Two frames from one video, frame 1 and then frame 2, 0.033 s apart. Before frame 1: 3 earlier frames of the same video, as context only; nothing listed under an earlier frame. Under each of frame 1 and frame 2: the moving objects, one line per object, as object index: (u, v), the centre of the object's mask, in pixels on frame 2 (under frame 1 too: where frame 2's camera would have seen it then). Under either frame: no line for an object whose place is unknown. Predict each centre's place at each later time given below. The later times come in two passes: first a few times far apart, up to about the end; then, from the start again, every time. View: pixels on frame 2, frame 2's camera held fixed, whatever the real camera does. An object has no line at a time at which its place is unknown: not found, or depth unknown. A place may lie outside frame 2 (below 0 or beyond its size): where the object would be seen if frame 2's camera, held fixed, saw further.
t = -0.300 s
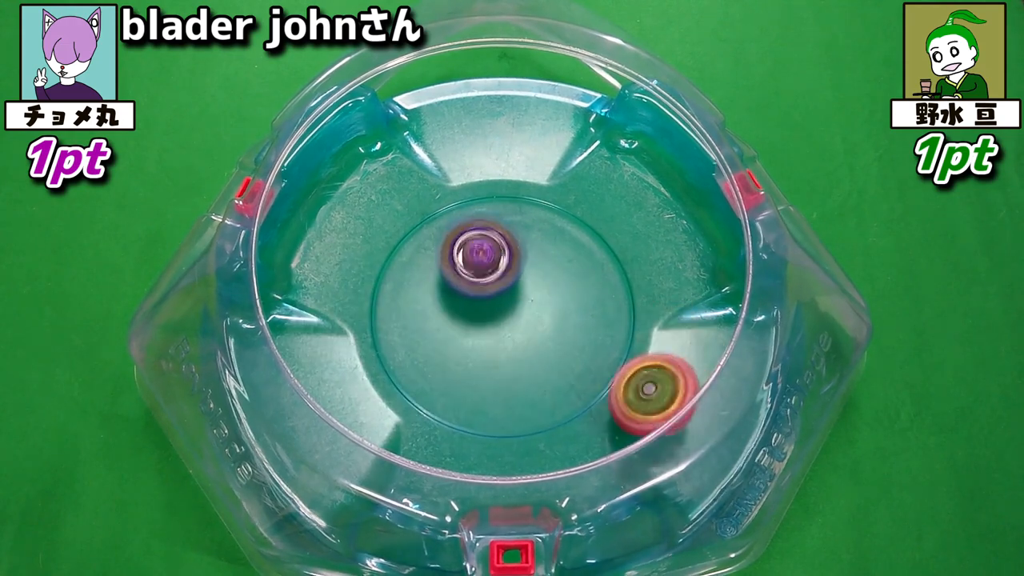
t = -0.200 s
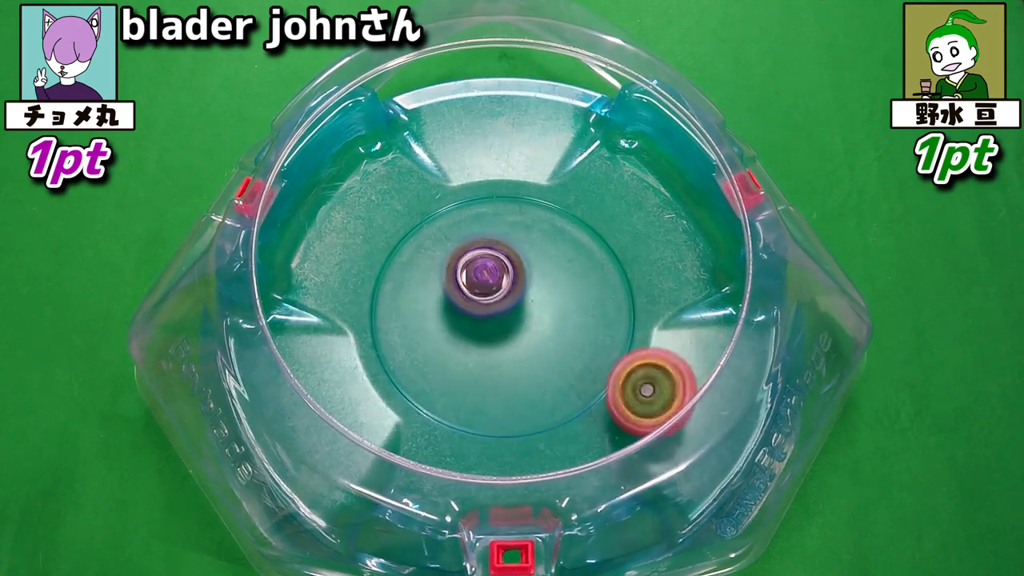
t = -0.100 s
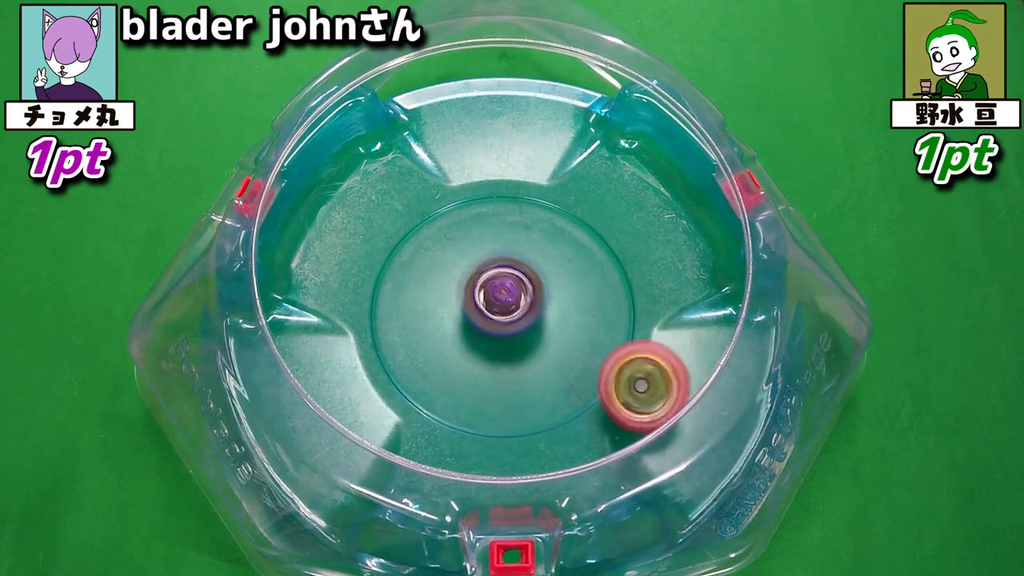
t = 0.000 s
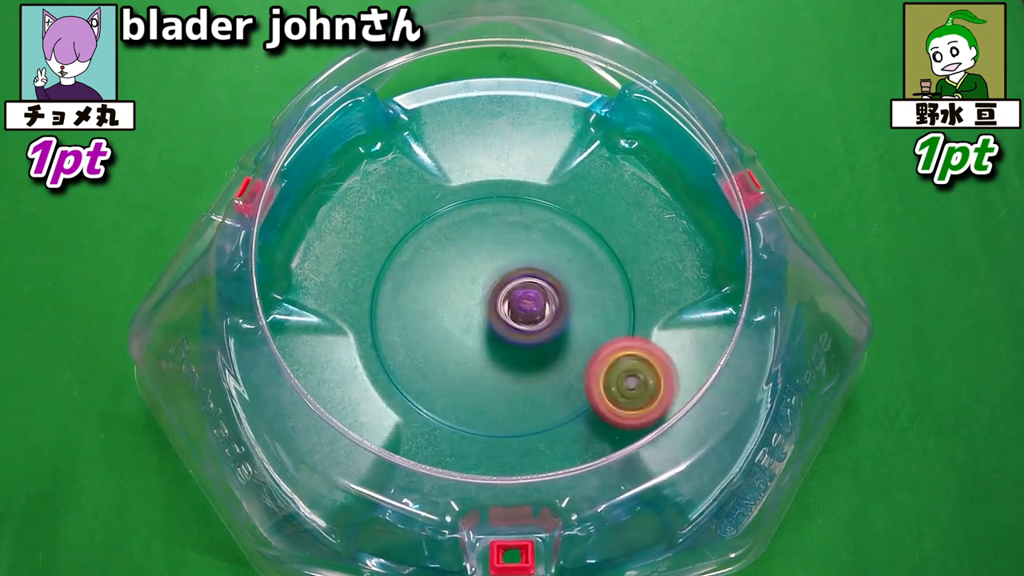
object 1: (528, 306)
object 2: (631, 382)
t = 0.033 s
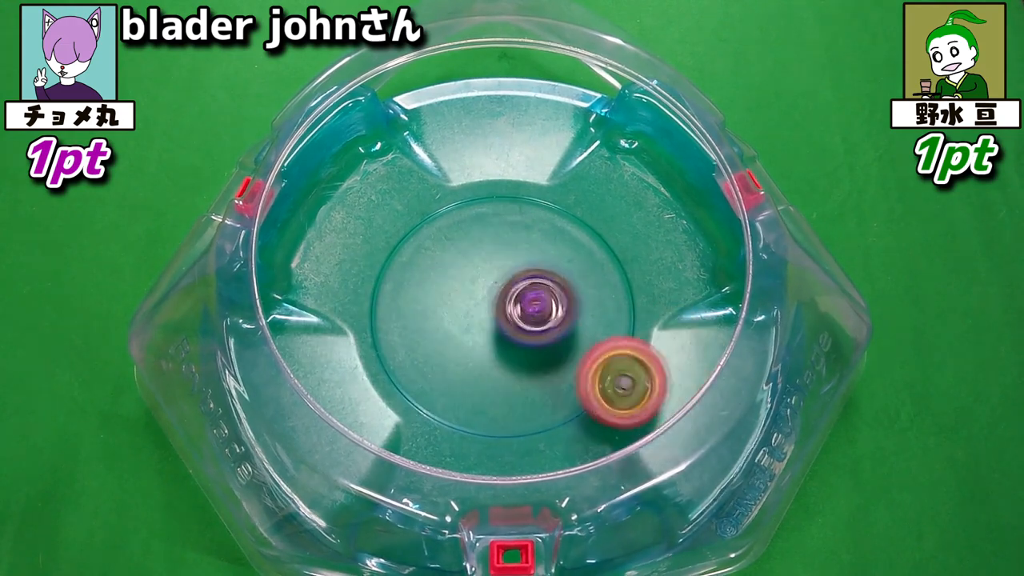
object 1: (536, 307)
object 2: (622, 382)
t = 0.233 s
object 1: (556, 276)
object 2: (512, 385)
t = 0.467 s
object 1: (498, 260)
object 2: (444, 383)
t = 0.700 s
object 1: (470, 275)
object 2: (455, 372)
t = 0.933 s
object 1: (476, 248)
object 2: (486, 338)
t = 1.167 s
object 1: (482, 213)
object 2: (481, 330)
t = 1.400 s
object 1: (503, 247)
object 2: (475, 324)
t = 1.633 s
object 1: (539, 285)
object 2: (473, 353)
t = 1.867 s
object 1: (578, 314)
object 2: (460, 353)
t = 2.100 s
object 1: (572, 313)
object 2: (459, 312)
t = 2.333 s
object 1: (540, 321)
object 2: (415, 274)
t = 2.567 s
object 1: (524, 325)
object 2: (415, 274)
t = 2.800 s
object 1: (553, 358)
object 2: (417, 260)
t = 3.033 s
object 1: (603, 359)
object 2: (442, 254)
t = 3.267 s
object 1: (560, 313)
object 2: (475, 269)
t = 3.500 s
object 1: (545, 310)
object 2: (442, 248)
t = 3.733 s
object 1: (522, 320)
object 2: (443, 261)
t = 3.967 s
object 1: (519, 335)
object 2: (458, 271)
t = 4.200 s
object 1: (522, 344)
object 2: (472, 262)
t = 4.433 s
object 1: (524, 338)
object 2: (485, 257)
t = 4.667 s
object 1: (517, 321)
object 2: (484, 241)
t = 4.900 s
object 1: (515, 336)
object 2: (490, 253)
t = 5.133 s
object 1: (524, 352)
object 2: (475, 264)
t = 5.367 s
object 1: (520, 339)
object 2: (475, 268)
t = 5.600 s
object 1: (524, 340)
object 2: (469, 272)
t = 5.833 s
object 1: (534, 335)
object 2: (469, 281)
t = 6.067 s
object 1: (555, 321)
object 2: (469, 285)
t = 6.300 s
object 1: (547, 311)
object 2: (470, 285)
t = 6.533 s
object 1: (537, 317)
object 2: (479, 282)
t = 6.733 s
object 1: (532, 323)
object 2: (477, 286)
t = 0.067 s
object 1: (545, 308)
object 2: (610, 382)
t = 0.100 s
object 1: (552, 305)
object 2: (592, 379)
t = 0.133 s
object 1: (557, 299)
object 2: (575, 379)
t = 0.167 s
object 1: (560, 292)
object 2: (553, 381)
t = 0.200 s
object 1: (559, 284)
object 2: (532, 384)
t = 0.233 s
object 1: (556, 276)
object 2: (512, 385)
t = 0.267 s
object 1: (551, 267)
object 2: (490, 387)
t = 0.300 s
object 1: (544, 262)
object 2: (473, 388)
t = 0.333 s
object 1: (535, 257)
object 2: (461, 388)
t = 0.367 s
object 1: (525, 256)
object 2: (451, 388)
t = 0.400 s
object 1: (516, 256)
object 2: (445, 387)
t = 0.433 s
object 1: (507, 257)
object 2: (443, 386)
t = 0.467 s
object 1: (498, 260)
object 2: (444, 383)
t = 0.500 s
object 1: (490, 265)
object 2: (447, 378)
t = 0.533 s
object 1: (482, 271)
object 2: (450, 373)
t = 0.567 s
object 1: (476, 279)
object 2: (452, 365)
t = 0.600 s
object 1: (472, 285)
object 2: (454, 361)
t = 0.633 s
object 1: (470, 285)
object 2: (453, 363)
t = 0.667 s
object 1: (470, 280)
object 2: (453, 370)
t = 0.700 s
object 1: (470, 275)
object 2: (455, 372)
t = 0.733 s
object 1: (470, 270)
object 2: (458, 370)
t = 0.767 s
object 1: (470, 266)
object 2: (463, 367)
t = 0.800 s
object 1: (470, 263)
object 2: (467, 362)
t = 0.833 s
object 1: (471, 259)
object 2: (473, 356)
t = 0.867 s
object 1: (471, 256)
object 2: (478, 348)
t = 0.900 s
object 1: (473, 256)
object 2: (483, 339)
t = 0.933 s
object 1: (476, 248)
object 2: (486, 338)
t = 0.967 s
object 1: (476, 241)
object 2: (489, 339)
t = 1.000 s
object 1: (477, 234)
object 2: (488, 339)
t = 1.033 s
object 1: (477, 226)
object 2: (488, 338)
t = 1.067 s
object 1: (479, 220)
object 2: (487, 336)
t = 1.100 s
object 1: (481, 216)
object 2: (485, 334)
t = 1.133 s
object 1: (482, 213)
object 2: (483, 332)
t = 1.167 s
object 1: (482, 213)
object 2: (481, 330)
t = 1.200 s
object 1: (485, 213)
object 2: (479, 328)
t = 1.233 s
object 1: (485, 216)
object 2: (477, 327)
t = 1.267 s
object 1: (488, 219)
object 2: (475, 326)
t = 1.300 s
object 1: (491, 226)
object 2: (475, 325)
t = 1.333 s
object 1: (495, 232)
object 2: (474, 325)
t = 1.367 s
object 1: (499, 240)
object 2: (474, 325)
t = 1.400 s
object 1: (503, 247)
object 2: (475, 324)
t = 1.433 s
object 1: (507, 252)
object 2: (476, 330)
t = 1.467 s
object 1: (514, 257)
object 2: (474, 337)
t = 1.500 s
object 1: (520, 262)
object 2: (473, 344)
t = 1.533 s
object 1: (525, 267)
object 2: (472, 348)
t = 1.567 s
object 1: (530, 272)
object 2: (472, 352)
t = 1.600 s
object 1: (535, 279)
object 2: (473, 353)
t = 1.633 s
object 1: (539, 285)
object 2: (473, 353)
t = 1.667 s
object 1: (543, 292)
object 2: (473, 352)
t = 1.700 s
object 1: (547, 299)
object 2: (473, 352)
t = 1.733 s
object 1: (550, 305)
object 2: (473, 351)
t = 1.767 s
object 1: (559, 308)
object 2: (467, 355)
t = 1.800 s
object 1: (566, 311)
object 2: (463, 356)
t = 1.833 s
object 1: (572, 312)
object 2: (460, 355)
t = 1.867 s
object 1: (578, 314)
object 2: (460, 353)
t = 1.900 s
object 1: (583, 314)
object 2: (461, 350)
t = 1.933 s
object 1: (585, 315)
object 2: (462, 346)
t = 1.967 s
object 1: (586, 315)
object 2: (463, 340)
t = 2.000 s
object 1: (584, 314)
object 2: (463, 334)
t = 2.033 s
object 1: (583, 313)
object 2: (462, 327)
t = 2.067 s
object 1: (577, 314)
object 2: (461, 319)
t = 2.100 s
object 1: (572, 313)
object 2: (459, 312)
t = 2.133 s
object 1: (565, 314)
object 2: (457, 306)
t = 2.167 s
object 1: (557, 314)
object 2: (454, 300)
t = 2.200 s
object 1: (550, 313)
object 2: (451, 295)
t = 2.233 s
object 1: (542, 314)
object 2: (449, 292)
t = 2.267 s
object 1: (540, 317)
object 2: (441, 287)
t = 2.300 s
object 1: (539, 320)
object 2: (426, 279)
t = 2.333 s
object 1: (540, 321)
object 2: (415, 274)
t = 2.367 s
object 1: (540, 321)
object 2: (406, 270)
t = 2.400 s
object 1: (538, 324)
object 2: (401, 270)
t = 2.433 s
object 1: (537, 324)
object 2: (399, 271)
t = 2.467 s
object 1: (533, 325)
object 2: (400, 272)
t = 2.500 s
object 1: (531, 325)
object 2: (404, 271)
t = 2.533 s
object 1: (528, 326)
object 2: (409, 272)
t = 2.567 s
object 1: (524, 325)
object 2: (415, 274)
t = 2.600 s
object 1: (521, 325)
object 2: (422, 276)
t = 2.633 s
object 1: (515, 324)
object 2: (429, 280)
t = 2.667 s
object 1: (512, 324)
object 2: (437, 285)
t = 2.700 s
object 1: (518, 337)
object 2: (433, 280)
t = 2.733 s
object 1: (527, 345)
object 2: (425, 271)
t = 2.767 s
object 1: (540, 354)
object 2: (420, 264)
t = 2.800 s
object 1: (553, 358)
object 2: (417, 260)
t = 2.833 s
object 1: (564, 363)
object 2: (416, 259)
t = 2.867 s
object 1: (577, 364)
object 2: (417, 259)
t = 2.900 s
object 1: (588, 368)
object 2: (421, 258)
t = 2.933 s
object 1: (593, 369)
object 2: (427, 258)
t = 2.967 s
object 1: (597, 366)
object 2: (432, 257)
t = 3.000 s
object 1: (602, 361)
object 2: (437, 255)
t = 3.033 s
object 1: (603, 359)
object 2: (442, 254)
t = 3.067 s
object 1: (601, 354)
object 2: (447, 253)
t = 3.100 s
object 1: (597, 347)
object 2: (452, 252)
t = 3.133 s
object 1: (594, 341)
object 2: (454, 254)
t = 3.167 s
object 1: (588, 335)
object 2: (457, 257)
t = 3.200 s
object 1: (580, 329)
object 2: (462, 261)
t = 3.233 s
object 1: (570, 321)
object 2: (467, 266)
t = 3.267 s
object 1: (560, 313)
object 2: (475, 269)
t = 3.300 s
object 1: (548, 307)
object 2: (480, 269)
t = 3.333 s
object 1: (544, 308)
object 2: (475, 264)
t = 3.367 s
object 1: (546, 312)
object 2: (464, 257)
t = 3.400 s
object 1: (544, 314)
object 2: (456, 249)
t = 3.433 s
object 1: (542, 311)
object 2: (449, 245)
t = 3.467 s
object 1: (544, 309)
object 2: (445, 246)
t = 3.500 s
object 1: (545, 310)
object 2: (442, 248)
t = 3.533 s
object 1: (541, 313)
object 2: (441, 251)
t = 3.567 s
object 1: (536, 313)
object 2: (442, 253)
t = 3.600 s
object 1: (533, 312)
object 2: (442, 256)
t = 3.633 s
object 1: (532, 311)
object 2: (441, 260)
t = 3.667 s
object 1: (528, 311)
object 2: (444, 263)
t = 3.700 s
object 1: (523, 313)
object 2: (446, 264)
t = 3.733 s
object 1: (522, 320)
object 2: (443, 261)
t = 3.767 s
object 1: (522, 323)
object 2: (441, 259)
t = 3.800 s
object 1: (523, 325)
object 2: (441, 261)
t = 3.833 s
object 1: (524, 326)
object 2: (444, 264)
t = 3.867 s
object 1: (524, 328)
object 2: (448, 265)
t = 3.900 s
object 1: (525, 331)
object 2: (452, 266)
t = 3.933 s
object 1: (523, 334)
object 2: (454, 268)
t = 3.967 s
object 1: (519, 335)
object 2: (458, 271)
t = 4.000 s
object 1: (518, 336)
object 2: (462, 272)
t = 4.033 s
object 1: (518, 337)
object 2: (461, 269)
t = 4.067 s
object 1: (518, 342)
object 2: (465, 265)
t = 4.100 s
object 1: (518, 346)
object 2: (469, 261)
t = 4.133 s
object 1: (517, 346)
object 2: (470, 260)
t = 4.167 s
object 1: (518, 345)
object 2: (471, 260)
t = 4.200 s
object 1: (522, 344)
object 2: (472, 262)
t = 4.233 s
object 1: (525, 345)
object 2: (475, 264)
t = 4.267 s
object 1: (523, 345)
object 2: (479, 266)
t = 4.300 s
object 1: (522, 343)
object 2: (486, 267)
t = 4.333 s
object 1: (521, 339)
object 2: (487, 265)
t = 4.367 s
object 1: (521, 339)
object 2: (486, 260)
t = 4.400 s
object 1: (524, 340)
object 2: (482, 258)
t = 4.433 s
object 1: (524, 338)
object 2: (485, 257)
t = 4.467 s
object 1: (522, 335)
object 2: (489, 252)
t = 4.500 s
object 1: (524, 331)
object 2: (489, 250)
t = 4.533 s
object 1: (525, 329)
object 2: (489, 249)
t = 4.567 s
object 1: (524, 328)
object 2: (490, 250)
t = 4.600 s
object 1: (519, 324)
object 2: (490, 247)
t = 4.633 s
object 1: (516, 323)
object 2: (487, 243)
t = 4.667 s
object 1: (517, 321)
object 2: (484, 241)
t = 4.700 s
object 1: (516, 322)
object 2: (484, 243)
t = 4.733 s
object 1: (518, 325)
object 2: (485, 243)
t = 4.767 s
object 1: (514, 327)
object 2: (487, 246)
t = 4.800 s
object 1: (511, 327)
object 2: (491, 247)
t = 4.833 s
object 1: (510, 325)
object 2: (492, 251)
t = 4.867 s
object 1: (515, 328)
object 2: (492, 254)
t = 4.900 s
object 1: (515, 336)
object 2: (490, 253)
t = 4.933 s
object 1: (513, 341)
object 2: (488, 254)
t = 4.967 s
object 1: (508, 342)
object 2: (485, 257)
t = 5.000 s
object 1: (509, 338)
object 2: (482, 263)
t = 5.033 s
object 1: (515, 339)
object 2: (480, 266)
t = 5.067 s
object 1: (521, 343)
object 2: (478, 265)
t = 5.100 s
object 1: (526, 350)
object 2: (476, 265)
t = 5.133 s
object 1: (524, 352)
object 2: (475, 264)
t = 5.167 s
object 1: (520, 351)
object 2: (475, 266)
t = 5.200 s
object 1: (517, 346)
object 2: (475, 268)
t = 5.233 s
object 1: (515, 341)
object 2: (474, 271)
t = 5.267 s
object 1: (518, 339)
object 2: (472, 270)
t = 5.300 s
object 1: (519, 339)
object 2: (472, 269)
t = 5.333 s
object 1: (520, 338)
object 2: (474, 269)
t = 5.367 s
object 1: (520, 339)
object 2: (475, 268)
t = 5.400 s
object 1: (517, 338)
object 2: (475, 268)
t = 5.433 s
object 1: (516, 340)
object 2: (476, 268)
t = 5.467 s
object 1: (516, 345)
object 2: (473, 267)
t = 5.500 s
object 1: (515, 345)
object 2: (471, 269)
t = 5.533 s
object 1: (515, 344)
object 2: (471, 270)
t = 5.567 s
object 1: (519, 341)
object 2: (471, 271)
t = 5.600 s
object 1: (524, 340)
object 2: (469, 272)
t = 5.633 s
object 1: (530, 340)
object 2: (469, 276)
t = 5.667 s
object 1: (532, 338)
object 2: (471, 279)
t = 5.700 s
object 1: (534, 337)
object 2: (474, 281)
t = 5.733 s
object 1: (534, 336)
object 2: (474, 282)
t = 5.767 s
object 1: (535, 337)
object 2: (471, 283)
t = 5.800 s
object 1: (535, 338)
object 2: (469, 282)
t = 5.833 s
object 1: (534, 335)
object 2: (469, 281)
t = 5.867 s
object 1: (534, 333)
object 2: (468, 282)
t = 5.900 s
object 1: (536, 329)
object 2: (468, 282)
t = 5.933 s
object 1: (541, 326)
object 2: (466, 283)
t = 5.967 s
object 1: (545, 324)
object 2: (466, 285)
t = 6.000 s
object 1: (550, 323)
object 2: (466, 285)
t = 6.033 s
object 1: (553, 321)
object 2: (468, 285)
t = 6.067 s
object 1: (555, 321)
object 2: (469, 285)
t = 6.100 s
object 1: (555, 321)
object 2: (469, 285)
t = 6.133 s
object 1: (554, 321)
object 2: (472, 286)
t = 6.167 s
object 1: (551, 320)
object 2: (474, 287)
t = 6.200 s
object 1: (548, 317)
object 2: (477, 287)
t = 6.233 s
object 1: (548, 314)
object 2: (474, 286)
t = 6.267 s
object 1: (548, 312)
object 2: (471, 285)
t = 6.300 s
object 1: (547, 311)
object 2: (470, 285)
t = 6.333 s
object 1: (544, 311)
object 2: (471, 286)
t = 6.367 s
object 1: (543, 311)
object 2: (473, 287)
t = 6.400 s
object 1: (542, 313)
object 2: (471, 285)
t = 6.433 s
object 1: (541, 314)
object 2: (472, 284)
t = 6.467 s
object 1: (540, 315)
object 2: (474, 284)
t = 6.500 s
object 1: (539, 316)
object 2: (476, 283)
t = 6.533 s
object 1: (537, 317)
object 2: (479, 282)
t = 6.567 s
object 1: (536, 318)
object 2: (480, 282)
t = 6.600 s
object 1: (535, 319)
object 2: (480, 282)
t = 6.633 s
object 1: (534, 320)
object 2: (480, 283)
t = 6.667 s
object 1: (533, 321)
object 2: (478, 284)
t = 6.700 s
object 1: (533, 322)
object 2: (478, 285)
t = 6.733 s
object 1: (532, 323)
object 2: (477, 286)
